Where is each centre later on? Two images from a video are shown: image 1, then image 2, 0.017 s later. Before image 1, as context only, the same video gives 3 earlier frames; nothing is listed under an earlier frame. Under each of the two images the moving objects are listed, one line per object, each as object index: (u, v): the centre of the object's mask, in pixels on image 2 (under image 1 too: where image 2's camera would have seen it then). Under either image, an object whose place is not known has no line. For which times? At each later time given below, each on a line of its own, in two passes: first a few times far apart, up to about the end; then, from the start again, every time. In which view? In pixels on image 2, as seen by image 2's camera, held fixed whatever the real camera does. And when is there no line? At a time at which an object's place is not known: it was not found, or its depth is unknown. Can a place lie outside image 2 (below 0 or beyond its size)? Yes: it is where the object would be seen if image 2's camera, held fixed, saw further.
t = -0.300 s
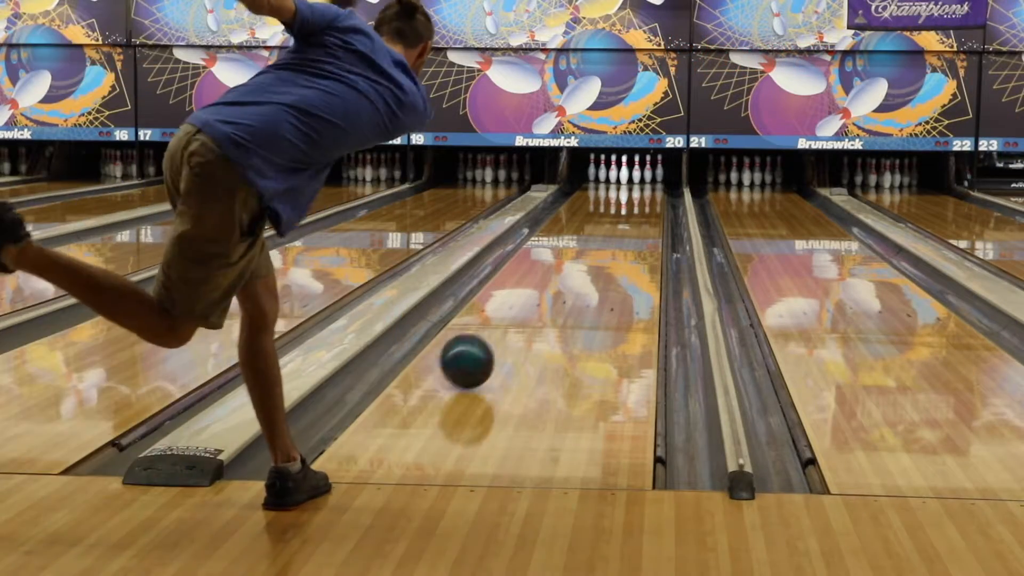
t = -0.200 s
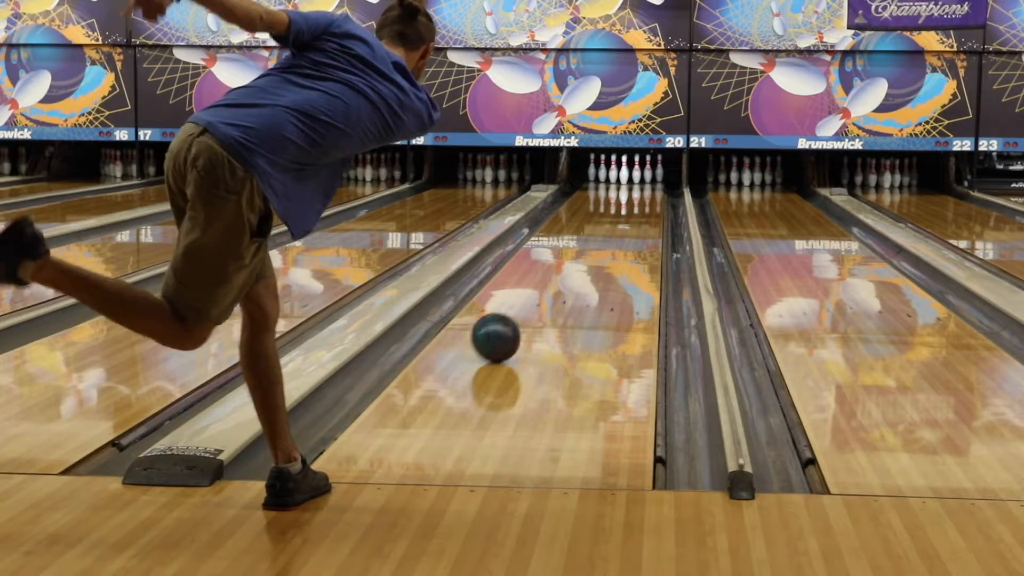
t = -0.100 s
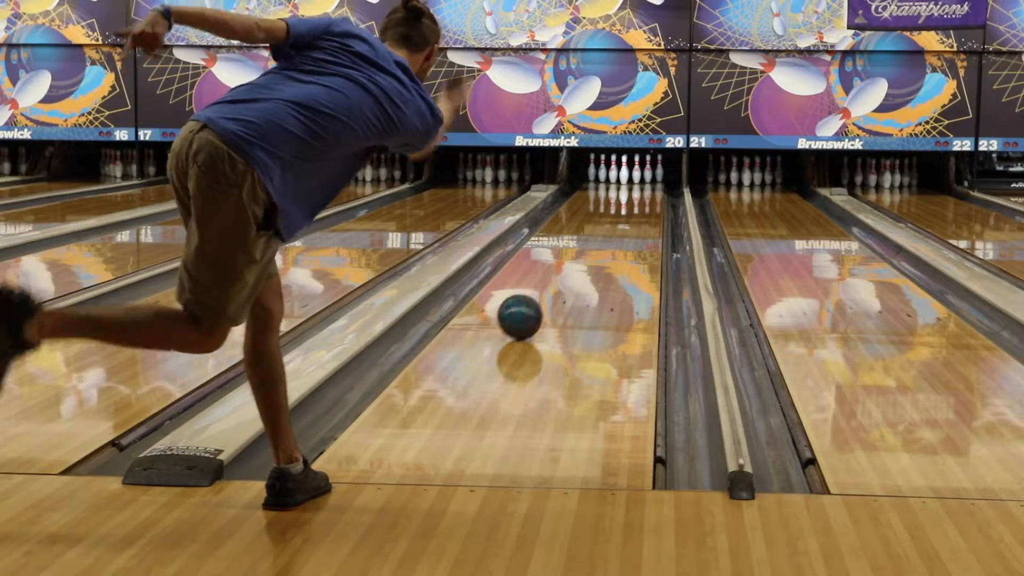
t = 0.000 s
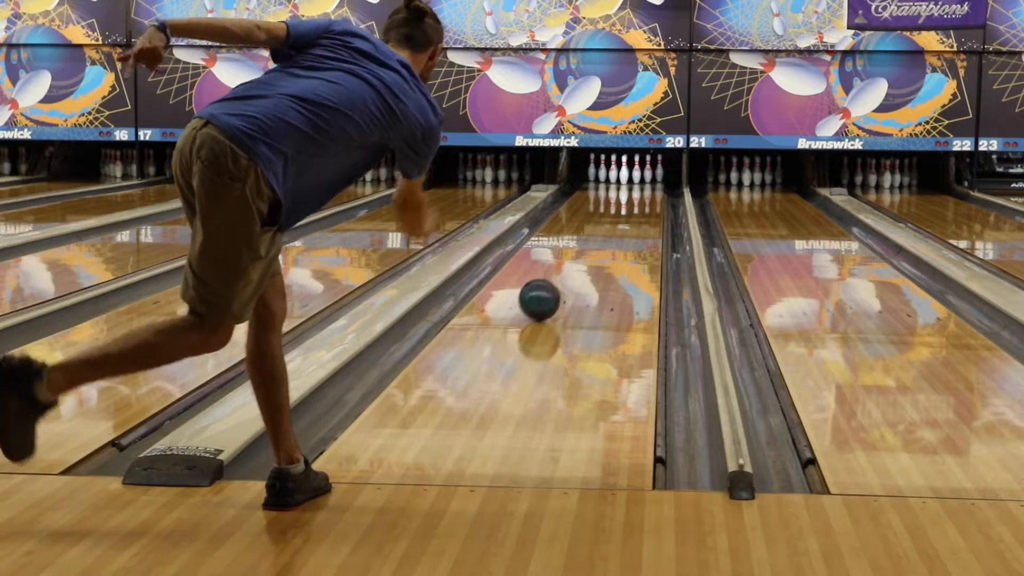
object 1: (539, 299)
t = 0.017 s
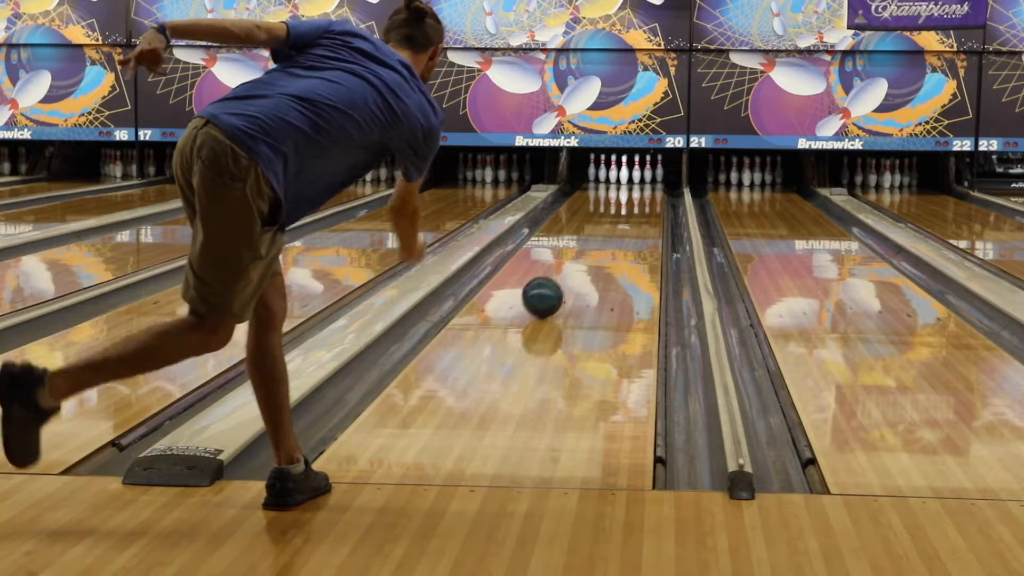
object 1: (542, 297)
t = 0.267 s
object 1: (578, 265)
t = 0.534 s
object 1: (603, 240)
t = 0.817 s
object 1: (622, 221)
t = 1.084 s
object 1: (634, 208)
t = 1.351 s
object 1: (640, 197)
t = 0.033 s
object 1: (545, 294)
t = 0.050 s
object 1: (548, 292)
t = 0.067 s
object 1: (551, 290)
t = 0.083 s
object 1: (553, 287)
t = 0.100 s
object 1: (556, 285)
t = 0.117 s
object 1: (558, 283)
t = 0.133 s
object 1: (561, 281)
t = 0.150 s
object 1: (563, 279)
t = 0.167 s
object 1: (565, 276)
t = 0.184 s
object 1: (568, 274)
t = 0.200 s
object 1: (570, 272)
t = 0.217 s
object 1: (572, 270)
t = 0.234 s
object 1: (574, 269)
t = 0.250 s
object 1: (576, 267)
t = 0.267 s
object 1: (578, 265)
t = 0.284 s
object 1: (580, 263)
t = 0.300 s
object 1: (582, 261)
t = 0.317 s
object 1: (584, 259)
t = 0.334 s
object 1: (585, 258)
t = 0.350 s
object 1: (587, 256)
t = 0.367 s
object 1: (589, 255)
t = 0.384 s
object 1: (590, 253)
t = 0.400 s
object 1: (592, 251)
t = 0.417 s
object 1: (593, 250)
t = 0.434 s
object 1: (595, 248)
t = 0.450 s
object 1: (597, 247)
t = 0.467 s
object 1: (598, 245)
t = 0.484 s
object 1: (599, 244)
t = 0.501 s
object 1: (601, 242)
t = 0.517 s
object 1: (602, 241)
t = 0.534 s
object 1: (603, 240)
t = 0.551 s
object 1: (605, 239)
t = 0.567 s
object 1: (606, 238)
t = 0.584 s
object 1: (607, 236)
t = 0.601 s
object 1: (608, 235)
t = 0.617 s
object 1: (609, 234)
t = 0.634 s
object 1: (611, 233)
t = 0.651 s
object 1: (612, 232)
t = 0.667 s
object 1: (613, 231)
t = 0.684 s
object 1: (614, 231)
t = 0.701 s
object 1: (615, 230)
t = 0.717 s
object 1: (616, 228)
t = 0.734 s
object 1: (617, 227)
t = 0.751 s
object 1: (618, 226)
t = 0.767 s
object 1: (619, 225)
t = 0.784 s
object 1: (620, 224)
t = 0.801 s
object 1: (621, 222)
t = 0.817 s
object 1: (622, 221)
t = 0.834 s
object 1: (623, 221)
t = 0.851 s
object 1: (624, 220)
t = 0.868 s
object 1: (624, 219)
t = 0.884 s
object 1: (625, 218)
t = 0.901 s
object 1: (626, 217)
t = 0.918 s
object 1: (627, 216)
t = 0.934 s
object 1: (628, 215)
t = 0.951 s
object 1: (628, 214)
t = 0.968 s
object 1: (629, 214)
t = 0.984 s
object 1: (630, 213)
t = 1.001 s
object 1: (630, 212)
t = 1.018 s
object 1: (631, 211)
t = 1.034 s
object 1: (631, 210)
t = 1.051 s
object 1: (632, 209)
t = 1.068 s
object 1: (633, 208)
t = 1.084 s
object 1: (634, 208)
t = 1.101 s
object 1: (634, 207)
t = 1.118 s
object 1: (635, 206)
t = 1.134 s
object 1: (635, 206)
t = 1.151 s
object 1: (636, 205)
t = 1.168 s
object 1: (636, 205)
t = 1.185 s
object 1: (637, 203)
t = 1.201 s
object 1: (637, 203)
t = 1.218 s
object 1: (637, 202)
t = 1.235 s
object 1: (638, 202)
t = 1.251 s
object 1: (639, 201)
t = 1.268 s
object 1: (639, 200)
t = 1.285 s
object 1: (639, 199)
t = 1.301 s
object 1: (640, 199)
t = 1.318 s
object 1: (640, 198)
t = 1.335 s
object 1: (640, 198)
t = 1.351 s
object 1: (640, 197)
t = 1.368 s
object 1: (640, 197)
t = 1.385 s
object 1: (641, 196)
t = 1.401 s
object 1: (641, 196)
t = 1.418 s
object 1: (641, 195)
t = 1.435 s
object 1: (641, 195)
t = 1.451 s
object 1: (642, 194)
